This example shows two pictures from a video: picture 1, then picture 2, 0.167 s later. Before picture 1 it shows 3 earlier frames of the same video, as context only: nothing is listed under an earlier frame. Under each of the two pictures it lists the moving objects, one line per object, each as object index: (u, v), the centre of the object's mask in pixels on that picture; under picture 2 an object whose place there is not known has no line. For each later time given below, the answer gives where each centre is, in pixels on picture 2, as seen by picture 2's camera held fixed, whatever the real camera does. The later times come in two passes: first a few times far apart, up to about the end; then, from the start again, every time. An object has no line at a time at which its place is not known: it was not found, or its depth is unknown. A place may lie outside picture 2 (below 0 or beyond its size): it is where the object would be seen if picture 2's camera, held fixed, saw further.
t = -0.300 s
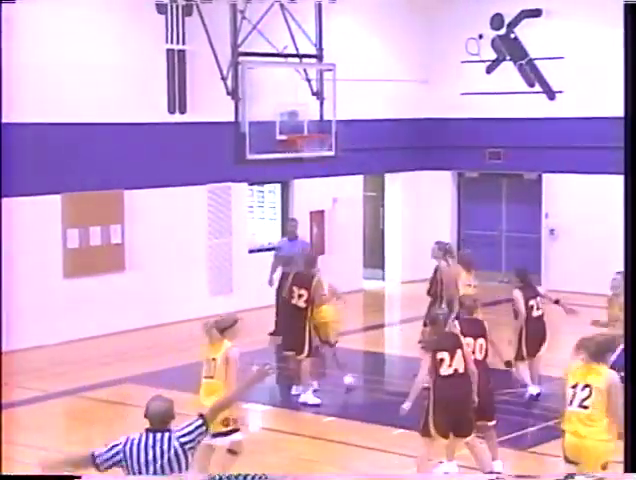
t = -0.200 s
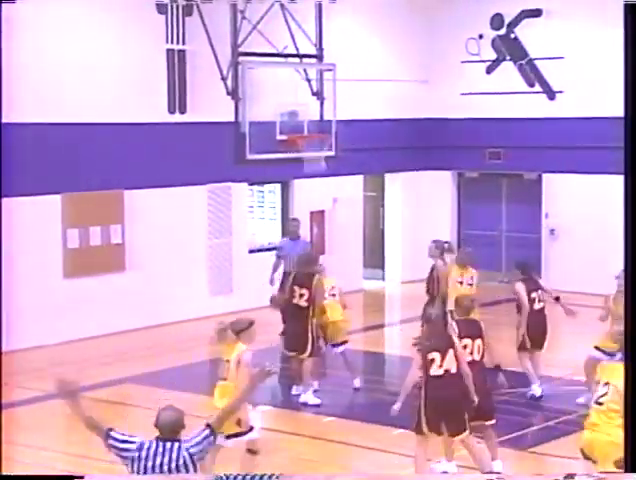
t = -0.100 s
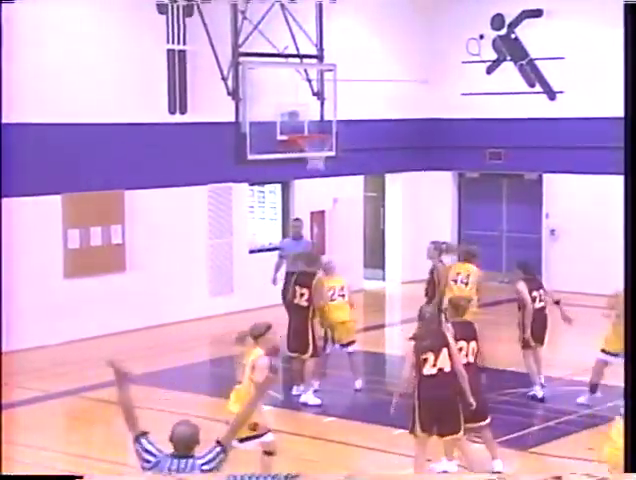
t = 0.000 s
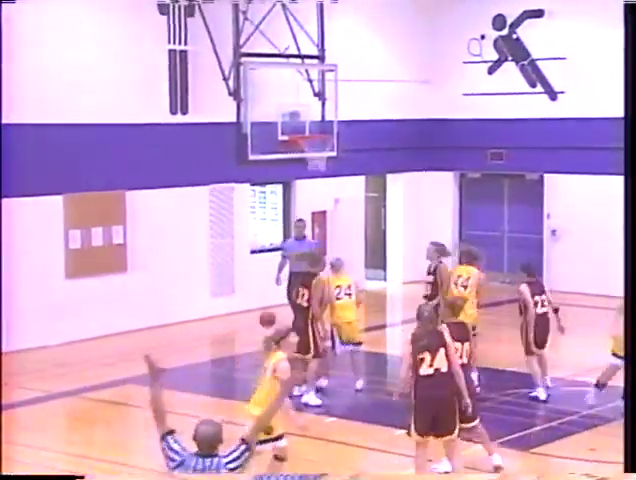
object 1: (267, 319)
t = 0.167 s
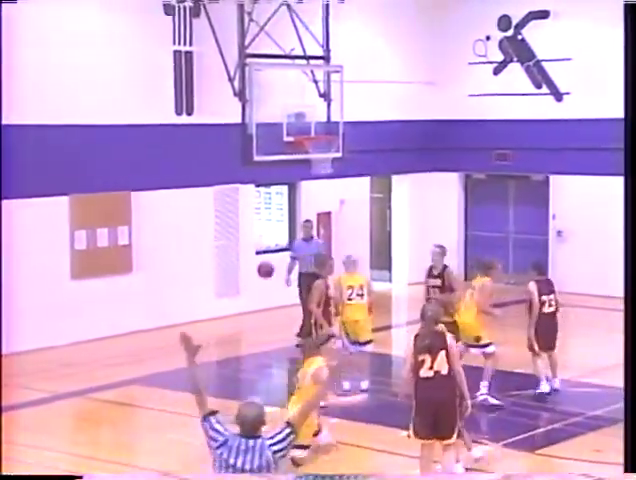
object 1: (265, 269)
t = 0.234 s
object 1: (262, 255)
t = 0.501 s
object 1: (252, 230)
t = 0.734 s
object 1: (243, 249)
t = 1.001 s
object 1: (234, 321)
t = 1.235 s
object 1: (225, 327)
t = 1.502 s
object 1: (215, 285)
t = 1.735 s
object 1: (206, 291)
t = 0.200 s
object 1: (264, 262)
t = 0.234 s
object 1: (262, 255)
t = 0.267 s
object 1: (261, 249)
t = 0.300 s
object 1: (259, 245)
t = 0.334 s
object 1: (258, 240)
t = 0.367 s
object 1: (257, 236)
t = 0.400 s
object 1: (255, 233)
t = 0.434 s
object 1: (254, 231)
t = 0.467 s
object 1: (253, 230)
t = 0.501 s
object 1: (252, 230)
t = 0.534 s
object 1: (251, 230)
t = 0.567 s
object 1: (250, 231)
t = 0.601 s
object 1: (248, 233)
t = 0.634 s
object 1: (247, 236)
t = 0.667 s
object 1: (246, 239)
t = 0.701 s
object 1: (245, 244)
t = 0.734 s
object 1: (243, 249)
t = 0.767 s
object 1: (242, 256)
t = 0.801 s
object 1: (241, 262)
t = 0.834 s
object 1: (239, 270)
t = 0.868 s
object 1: (238, 279)
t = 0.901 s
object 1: (237, 289)
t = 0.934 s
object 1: (236, 298)
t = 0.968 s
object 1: (235, 310)
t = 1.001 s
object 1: (234, 321)
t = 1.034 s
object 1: (232, 335)
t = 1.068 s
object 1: (231, 347)
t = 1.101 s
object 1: (230, 363)
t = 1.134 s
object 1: (229, 356)
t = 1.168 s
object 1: (228, 346)
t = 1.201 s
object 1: (226, 336)
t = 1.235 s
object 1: (225, 327)
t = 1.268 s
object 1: (224, 319)
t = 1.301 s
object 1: (223, 311)
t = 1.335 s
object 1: (222, 305)
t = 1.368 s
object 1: (220, 299)
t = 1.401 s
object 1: (219, 294)
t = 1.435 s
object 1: (218, 290)
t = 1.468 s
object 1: (216, 287)
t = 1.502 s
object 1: (215, 285)
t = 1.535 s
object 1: (214, 283)
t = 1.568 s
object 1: (213, 282)
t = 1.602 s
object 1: (211, 283)
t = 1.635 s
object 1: (210, 284)
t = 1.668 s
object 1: (209, 285)
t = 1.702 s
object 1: (207, 288)
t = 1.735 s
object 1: (206, 291)
